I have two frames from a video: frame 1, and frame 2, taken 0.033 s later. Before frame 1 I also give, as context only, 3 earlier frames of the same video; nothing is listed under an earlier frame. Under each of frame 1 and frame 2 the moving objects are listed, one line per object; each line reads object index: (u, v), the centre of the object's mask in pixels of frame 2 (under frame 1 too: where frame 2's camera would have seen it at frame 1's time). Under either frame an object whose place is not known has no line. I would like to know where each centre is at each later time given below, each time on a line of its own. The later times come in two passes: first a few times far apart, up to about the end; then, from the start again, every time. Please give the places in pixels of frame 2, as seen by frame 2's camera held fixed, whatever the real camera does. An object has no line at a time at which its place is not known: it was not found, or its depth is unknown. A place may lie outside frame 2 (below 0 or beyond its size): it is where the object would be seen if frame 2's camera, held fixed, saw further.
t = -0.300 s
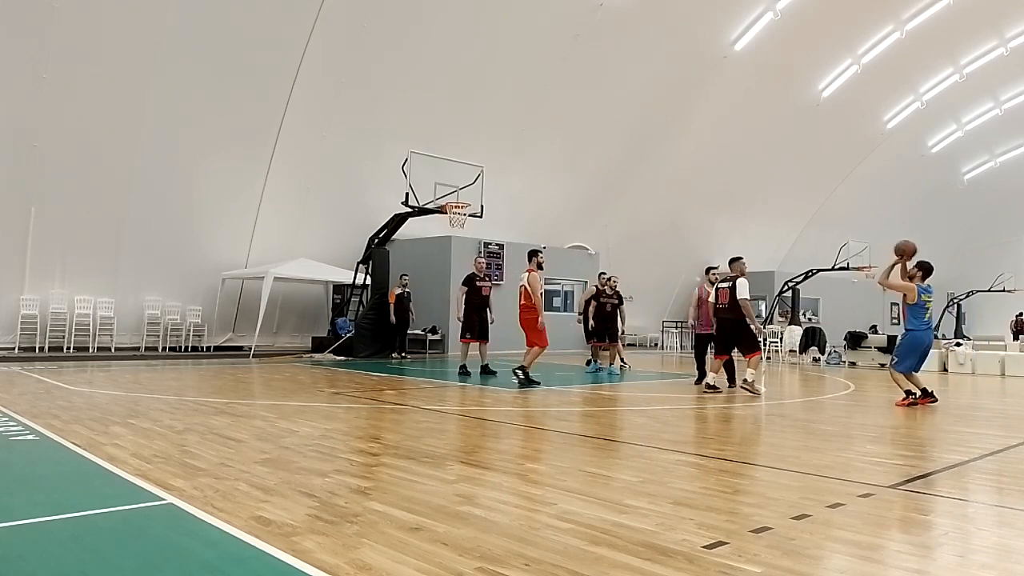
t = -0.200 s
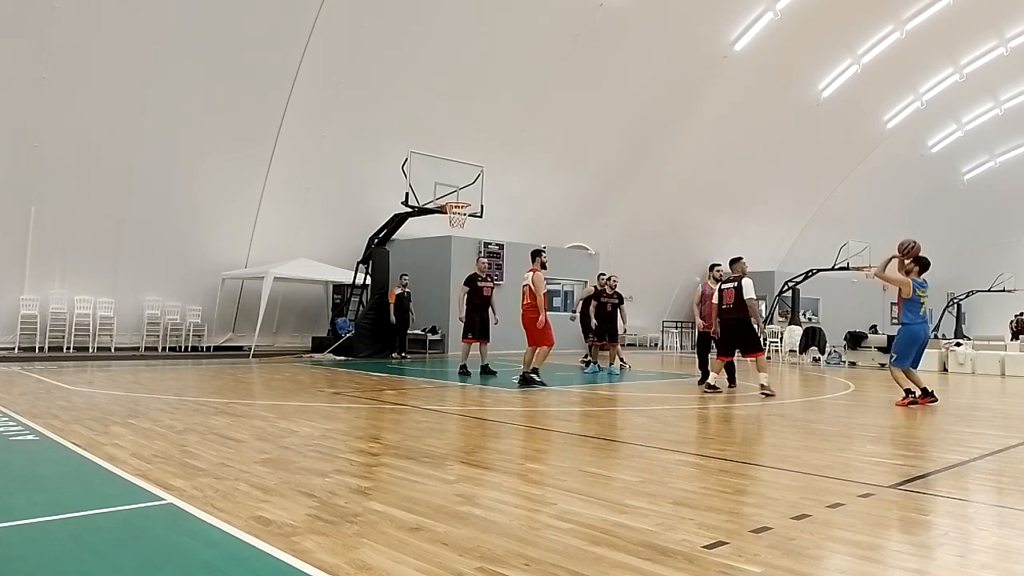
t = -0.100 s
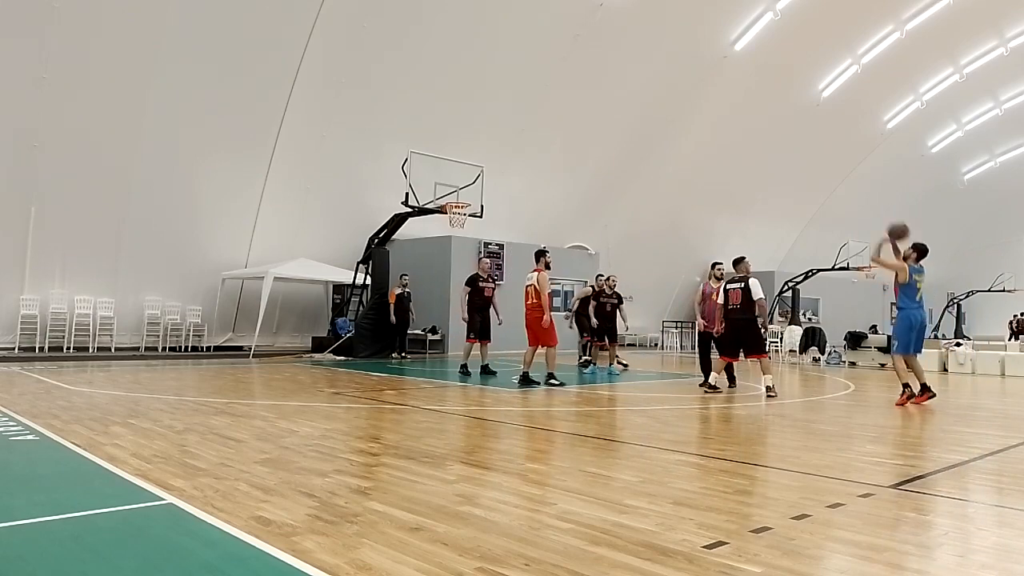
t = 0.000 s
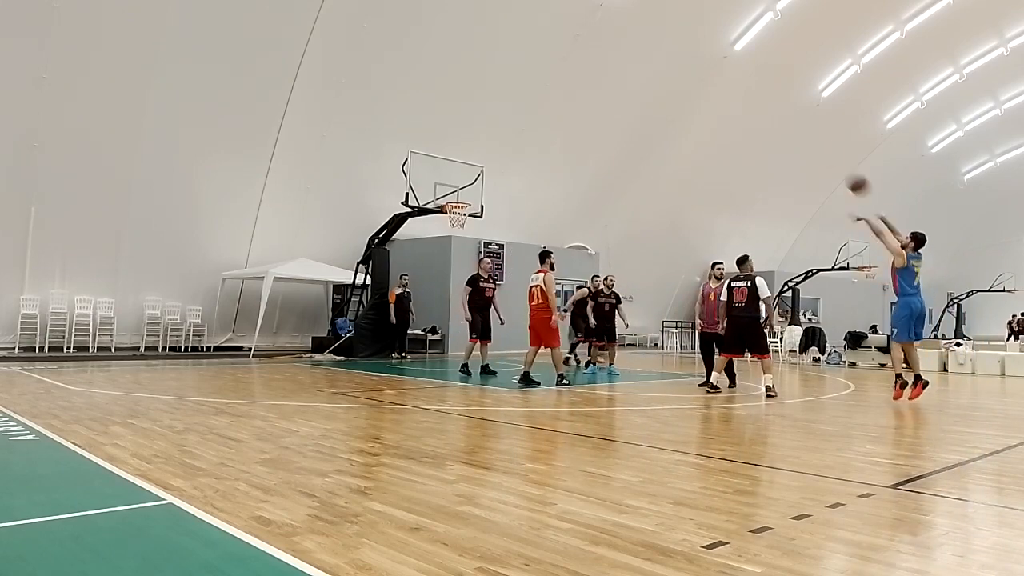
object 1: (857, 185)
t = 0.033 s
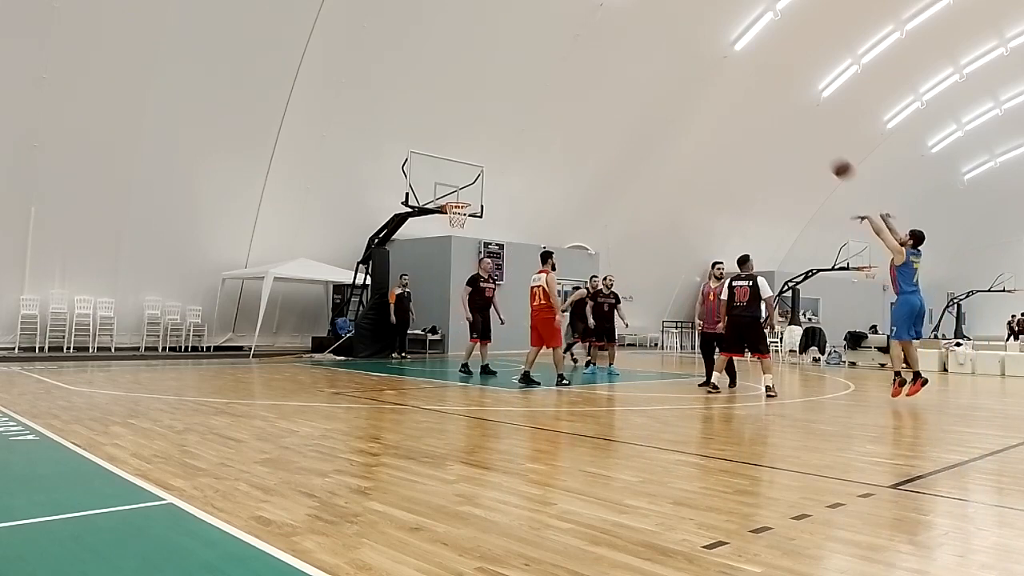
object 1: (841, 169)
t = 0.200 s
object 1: (769, 107)
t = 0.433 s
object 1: (682, 64)
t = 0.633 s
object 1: (618, 59)
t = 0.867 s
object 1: (553, 83)
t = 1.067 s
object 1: (504, 124)
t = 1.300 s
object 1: (454, 191)
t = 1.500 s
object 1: (468, 185)
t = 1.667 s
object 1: (494, 182)
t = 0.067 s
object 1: (826, 154)
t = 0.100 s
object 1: (811, 141)
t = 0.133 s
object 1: (797, 128)
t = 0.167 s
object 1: (783, 117)
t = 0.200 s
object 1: (769, 107)
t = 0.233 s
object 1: (756, 99)
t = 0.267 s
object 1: (742, 90)
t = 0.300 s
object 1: (730, 83)
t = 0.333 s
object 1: (718, 77)
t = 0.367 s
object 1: (705, 72)
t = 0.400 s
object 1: (694, 67)
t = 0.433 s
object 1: (682, 64)
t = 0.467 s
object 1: (671, 61)
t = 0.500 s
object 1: (660, 59)
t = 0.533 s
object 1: (649, 58)
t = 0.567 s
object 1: (638, 57)
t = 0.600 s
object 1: (628, 58)
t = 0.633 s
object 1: (618, 59)
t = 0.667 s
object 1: (608, 60)
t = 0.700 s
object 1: (598, 62)
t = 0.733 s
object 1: (589, 65)
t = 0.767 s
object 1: (580, 69)
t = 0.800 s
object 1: (571, 73)
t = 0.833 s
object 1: (562, 77)
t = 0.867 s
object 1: (553, 83)
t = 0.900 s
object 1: (544, 88)
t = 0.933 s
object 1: (536, 94)
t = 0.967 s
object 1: (527, 101)
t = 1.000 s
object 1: (520, 108)
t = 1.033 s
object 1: (512, 116)
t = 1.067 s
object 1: (504, 124)
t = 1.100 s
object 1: (497, 132)
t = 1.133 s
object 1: (489, 141)
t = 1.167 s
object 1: (482, 150)
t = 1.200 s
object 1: (475, 160)
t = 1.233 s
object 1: (468, 170)
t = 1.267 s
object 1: (461, 181)
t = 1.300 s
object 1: (454, 191)
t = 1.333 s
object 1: (452, 196)
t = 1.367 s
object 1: (454, 194)
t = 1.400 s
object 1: (457, 192)
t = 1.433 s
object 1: (459, 190)
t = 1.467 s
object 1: (463, 187)
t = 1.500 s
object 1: (468, 185)
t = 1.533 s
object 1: (473, 183)
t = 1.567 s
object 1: (479, 182)
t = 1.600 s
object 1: (484, 182)
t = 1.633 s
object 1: (489, 182)
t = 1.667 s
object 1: (494, 182)
